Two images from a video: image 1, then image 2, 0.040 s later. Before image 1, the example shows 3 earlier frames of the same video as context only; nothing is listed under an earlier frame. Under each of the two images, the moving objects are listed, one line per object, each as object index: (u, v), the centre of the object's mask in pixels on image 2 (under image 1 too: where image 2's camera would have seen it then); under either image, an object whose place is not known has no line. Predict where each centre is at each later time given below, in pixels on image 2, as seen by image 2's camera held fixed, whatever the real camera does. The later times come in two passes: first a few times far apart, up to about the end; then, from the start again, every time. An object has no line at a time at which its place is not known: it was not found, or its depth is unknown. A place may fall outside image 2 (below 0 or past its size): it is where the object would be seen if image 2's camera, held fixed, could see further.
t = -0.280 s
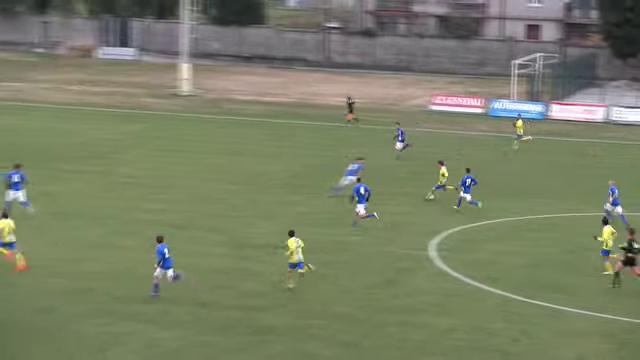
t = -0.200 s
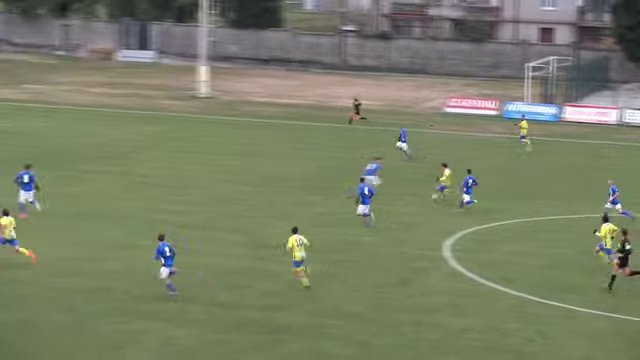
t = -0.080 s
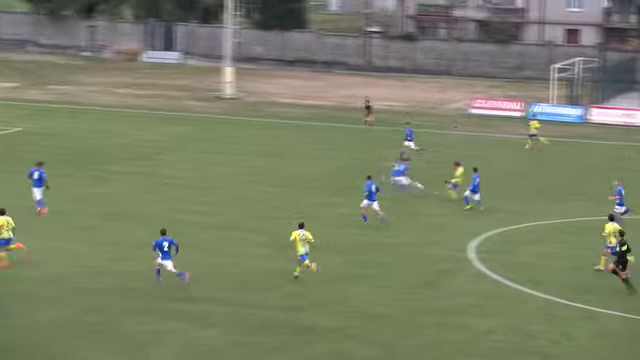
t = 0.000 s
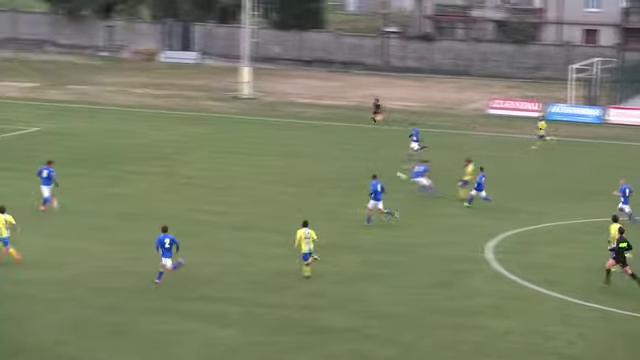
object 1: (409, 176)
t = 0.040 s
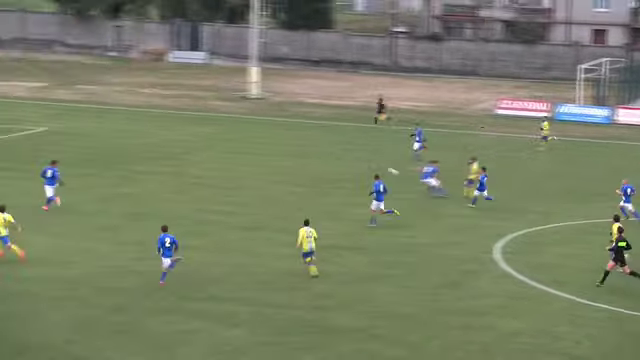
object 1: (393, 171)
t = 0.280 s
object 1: (292, 149)
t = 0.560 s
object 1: (174, 136)
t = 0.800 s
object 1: (70, 134)
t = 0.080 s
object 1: (376, 167)
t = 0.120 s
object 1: (359, 163)
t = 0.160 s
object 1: (342, 159)
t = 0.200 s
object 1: (326, 156)
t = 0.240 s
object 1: (309, 153)
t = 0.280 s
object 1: (292, 149)
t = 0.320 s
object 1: (275, 147)
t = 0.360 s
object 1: (259, 145)
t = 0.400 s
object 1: (242, 142)
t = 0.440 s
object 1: (224, 140)
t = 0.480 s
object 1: (207, 138)
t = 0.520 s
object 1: (191, 137)
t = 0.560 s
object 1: (174, 136)
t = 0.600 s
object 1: (157, 135)
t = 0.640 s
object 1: (139, 134)
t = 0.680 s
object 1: (123, 134)
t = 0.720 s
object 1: (106, 134)
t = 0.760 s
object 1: (88, 134)
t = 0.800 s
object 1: (70, 134)
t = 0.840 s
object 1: (53, 135)
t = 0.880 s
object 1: (35, 137)
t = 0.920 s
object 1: (17, 138)
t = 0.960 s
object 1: (-1, 140)
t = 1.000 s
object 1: (-20, 142)
